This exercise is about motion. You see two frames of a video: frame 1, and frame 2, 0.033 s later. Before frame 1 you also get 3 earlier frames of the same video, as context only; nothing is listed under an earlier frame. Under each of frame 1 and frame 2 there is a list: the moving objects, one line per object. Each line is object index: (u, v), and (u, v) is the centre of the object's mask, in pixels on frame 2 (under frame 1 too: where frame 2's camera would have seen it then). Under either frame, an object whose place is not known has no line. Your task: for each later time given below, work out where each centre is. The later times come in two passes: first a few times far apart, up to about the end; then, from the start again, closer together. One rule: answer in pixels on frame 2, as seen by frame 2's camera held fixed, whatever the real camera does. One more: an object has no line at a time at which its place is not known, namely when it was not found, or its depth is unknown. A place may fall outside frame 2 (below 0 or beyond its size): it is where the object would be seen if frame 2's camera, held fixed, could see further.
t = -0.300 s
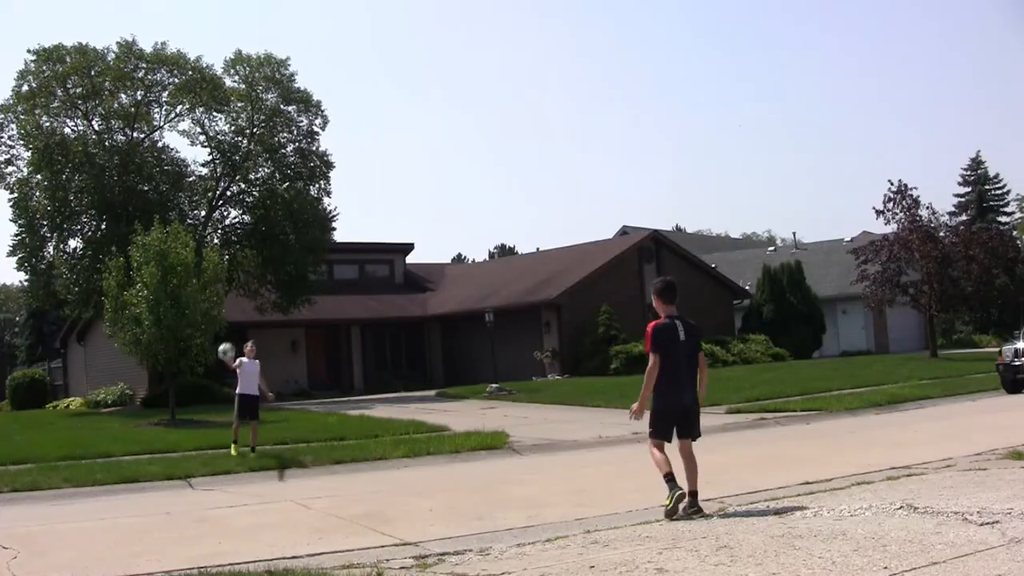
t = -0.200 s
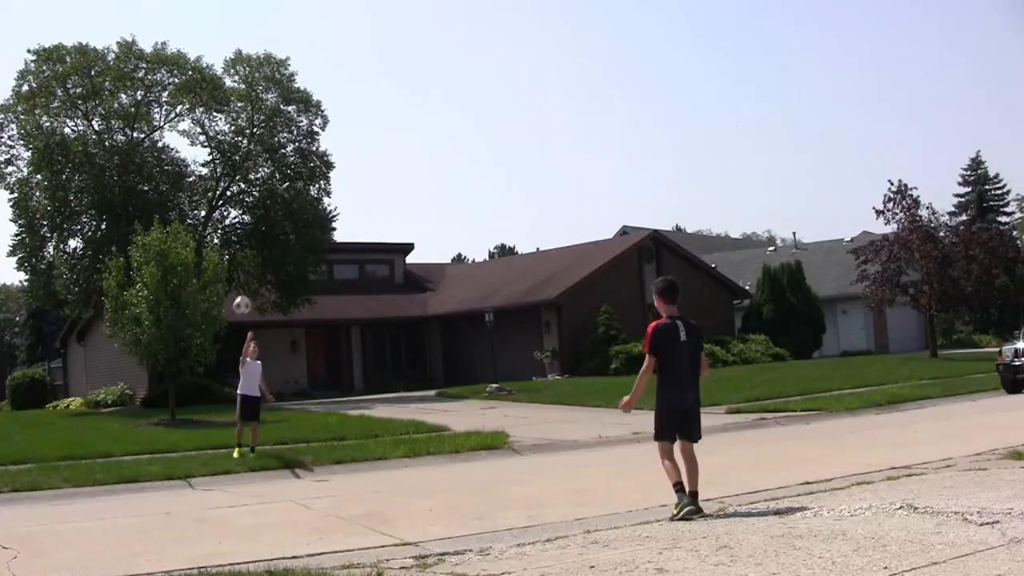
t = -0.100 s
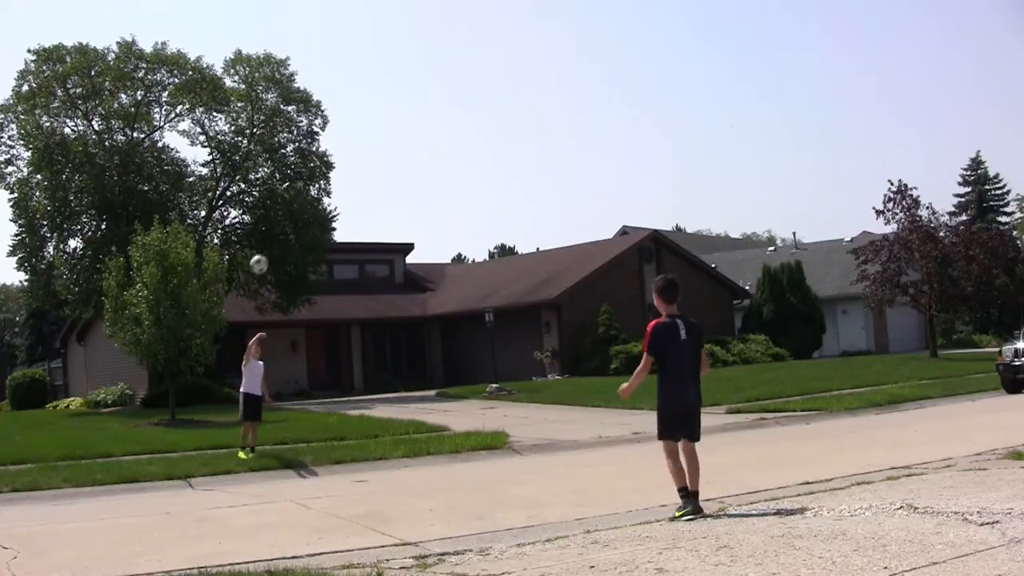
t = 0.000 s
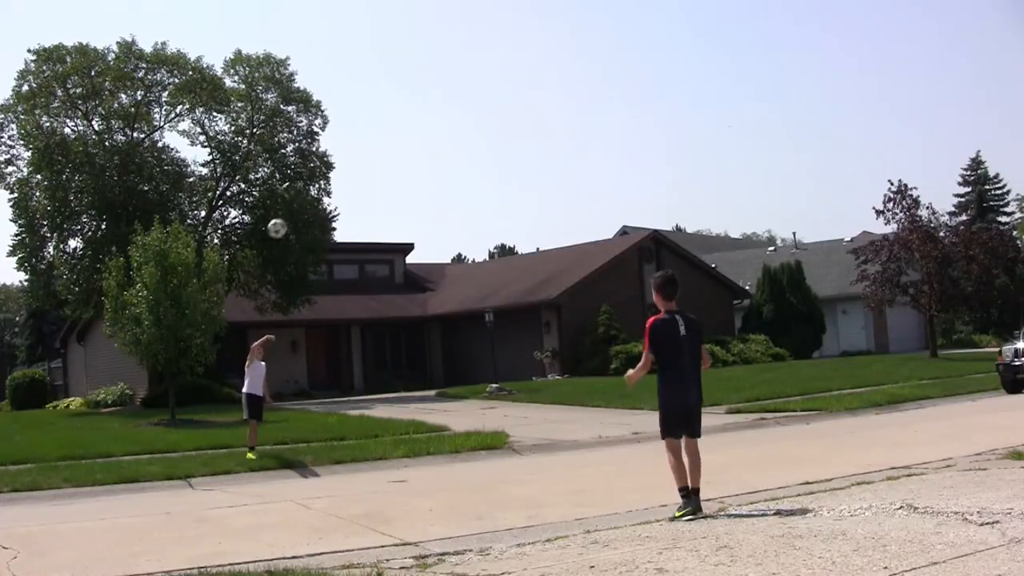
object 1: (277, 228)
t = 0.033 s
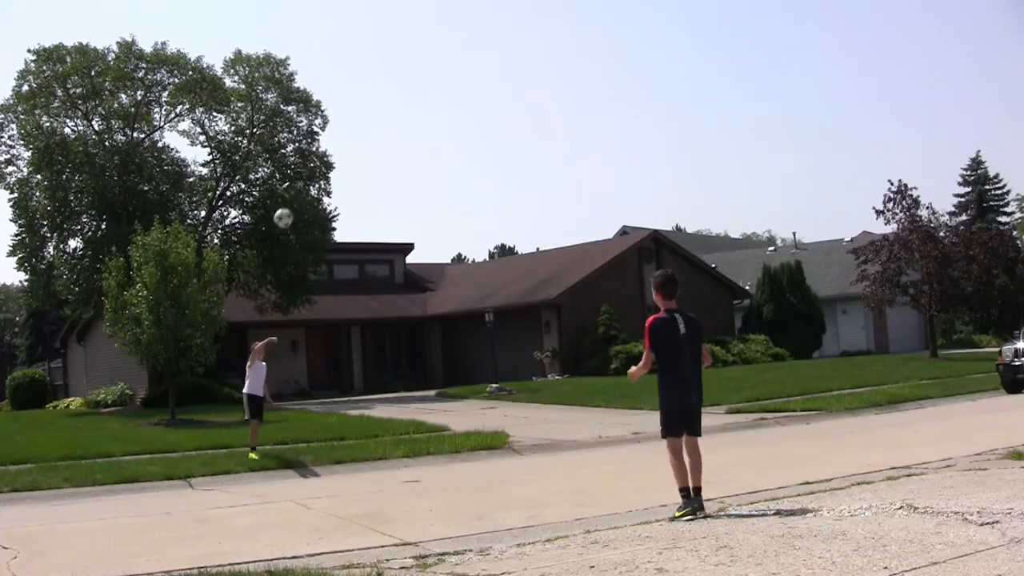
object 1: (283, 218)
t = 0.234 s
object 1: (324, 171)
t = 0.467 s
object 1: (380, 157)
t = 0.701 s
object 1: (446, 196)
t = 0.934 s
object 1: (525, 303)
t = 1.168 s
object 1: (620, 498)
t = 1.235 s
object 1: (628, 450)
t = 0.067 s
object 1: (289, 208)
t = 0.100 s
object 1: (296, 199)
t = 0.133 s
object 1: (303, 191)
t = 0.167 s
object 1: (309, 184)
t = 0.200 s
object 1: (317, 176)
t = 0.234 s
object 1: (324, 171)
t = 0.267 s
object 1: (331, 166)
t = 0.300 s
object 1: (340, 162)
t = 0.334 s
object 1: (347, 160)
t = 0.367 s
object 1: (354, 157)
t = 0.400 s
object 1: (363, 156)
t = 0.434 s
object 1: (371, 156)
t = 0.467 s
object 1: (380, 157)
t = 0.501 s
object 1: (388, 159)
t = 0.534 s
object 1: (397, 161)
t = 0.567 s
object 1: (406, 166)
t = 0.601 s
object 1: (416, 171)
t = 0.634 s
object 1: (425, 178)
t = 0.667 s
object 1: (435, 186)
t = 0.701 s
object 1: (446, 196)
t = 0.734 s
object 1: (456, 206)
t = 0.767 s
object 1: (467, 218)
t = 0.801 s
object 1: (478, 233)
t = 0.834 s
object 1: (489, 248)
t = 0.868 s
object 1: (500, 263)
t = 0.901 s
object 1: (512, 282)
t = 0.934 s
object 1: (525, 303)
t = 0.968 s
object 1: (538, 325)
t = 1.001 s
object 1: (550, 349)
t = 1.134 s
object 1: (606, 464)
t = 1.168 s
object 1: (620, 498)
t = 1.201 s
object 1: (624, 476)
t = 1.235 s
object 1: (628, 450)
